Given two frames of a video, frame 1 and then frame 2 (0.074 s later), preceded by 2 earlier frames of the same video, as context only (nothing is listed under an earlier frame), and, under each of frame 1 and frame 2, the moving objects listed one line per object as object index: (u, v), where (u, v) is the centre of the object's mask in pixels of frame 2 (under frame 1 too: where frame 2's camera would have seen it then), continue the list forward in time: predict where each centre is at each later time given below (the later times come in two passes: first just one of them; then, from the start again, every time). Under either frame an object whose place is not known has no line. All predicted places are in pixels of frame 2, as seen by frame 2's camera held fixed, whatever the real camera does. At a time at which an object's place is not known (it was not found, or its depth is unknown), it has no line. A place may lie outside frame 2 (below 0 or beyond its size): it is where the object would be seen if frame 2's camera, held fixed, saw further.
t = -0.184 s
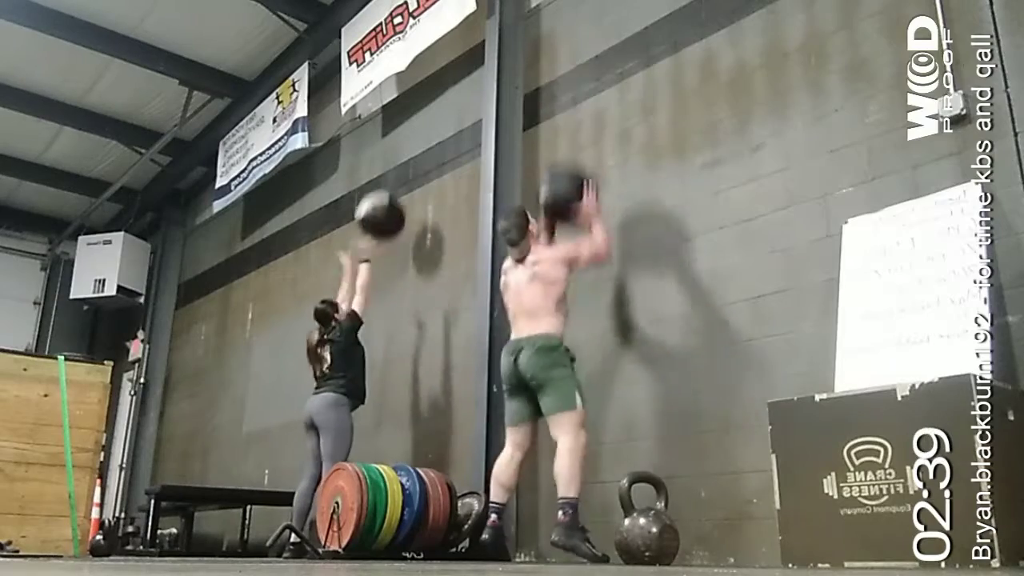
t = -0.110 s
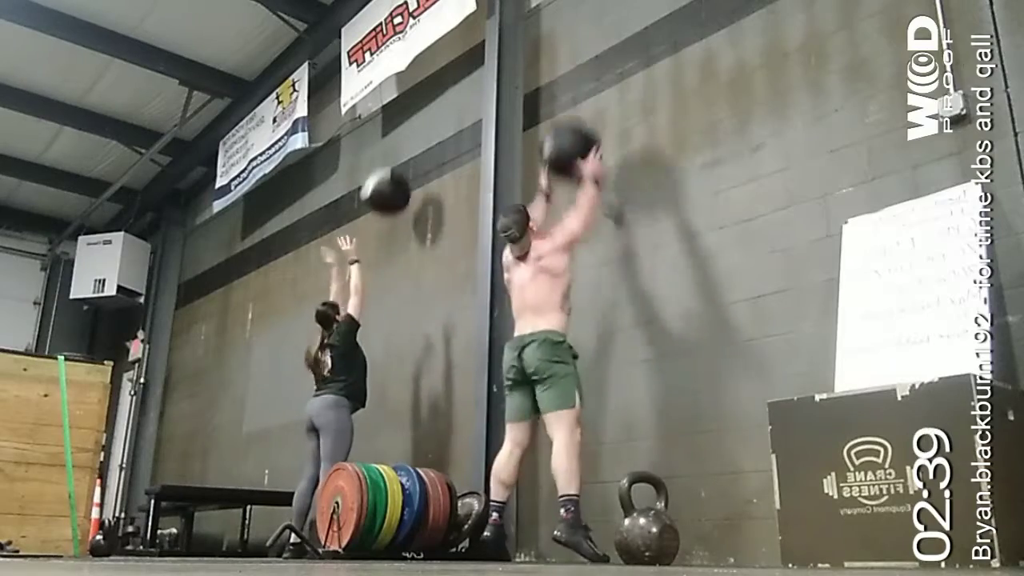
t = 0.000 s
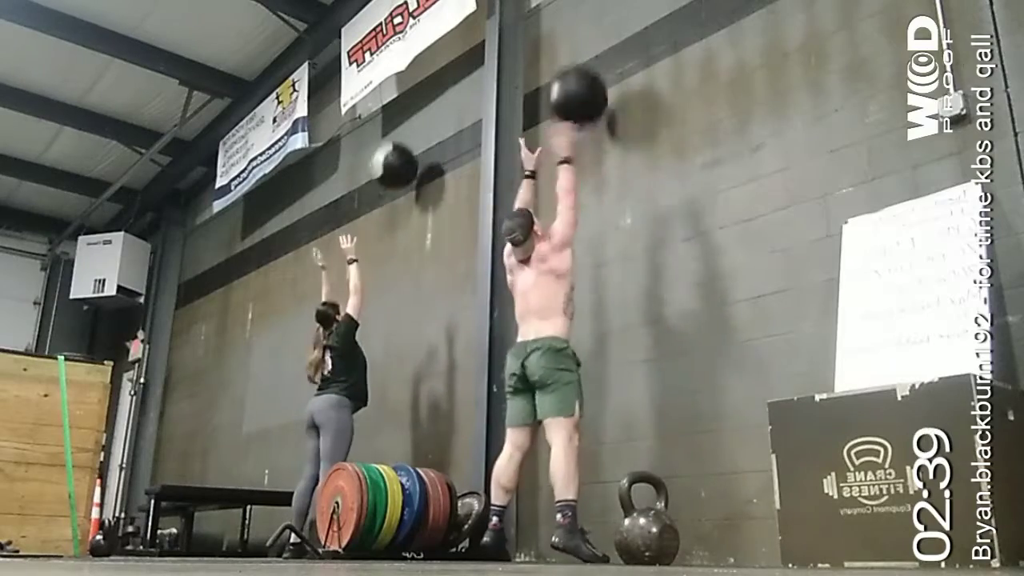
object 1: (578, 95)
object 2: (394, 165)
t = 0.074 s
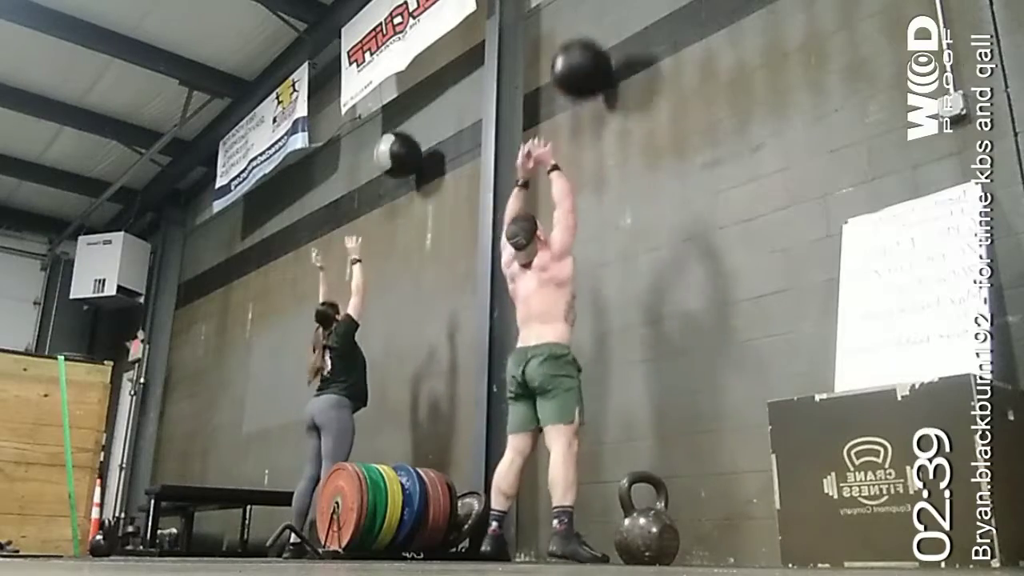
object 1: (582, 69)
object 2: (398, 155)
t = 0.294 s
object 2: (406, 156)
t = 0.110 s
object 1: (588, 51)
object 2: (402, 149)
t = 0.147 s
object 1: (590, 43)
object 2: (404, 148)
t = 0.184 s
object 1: (591, 37)
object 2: (406, 149)
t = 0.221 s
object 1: (590, 33)
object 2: (407, 150)
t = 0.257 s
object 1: (589, 30)
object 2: (407, 152)
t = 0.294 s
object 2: (406, 156)
